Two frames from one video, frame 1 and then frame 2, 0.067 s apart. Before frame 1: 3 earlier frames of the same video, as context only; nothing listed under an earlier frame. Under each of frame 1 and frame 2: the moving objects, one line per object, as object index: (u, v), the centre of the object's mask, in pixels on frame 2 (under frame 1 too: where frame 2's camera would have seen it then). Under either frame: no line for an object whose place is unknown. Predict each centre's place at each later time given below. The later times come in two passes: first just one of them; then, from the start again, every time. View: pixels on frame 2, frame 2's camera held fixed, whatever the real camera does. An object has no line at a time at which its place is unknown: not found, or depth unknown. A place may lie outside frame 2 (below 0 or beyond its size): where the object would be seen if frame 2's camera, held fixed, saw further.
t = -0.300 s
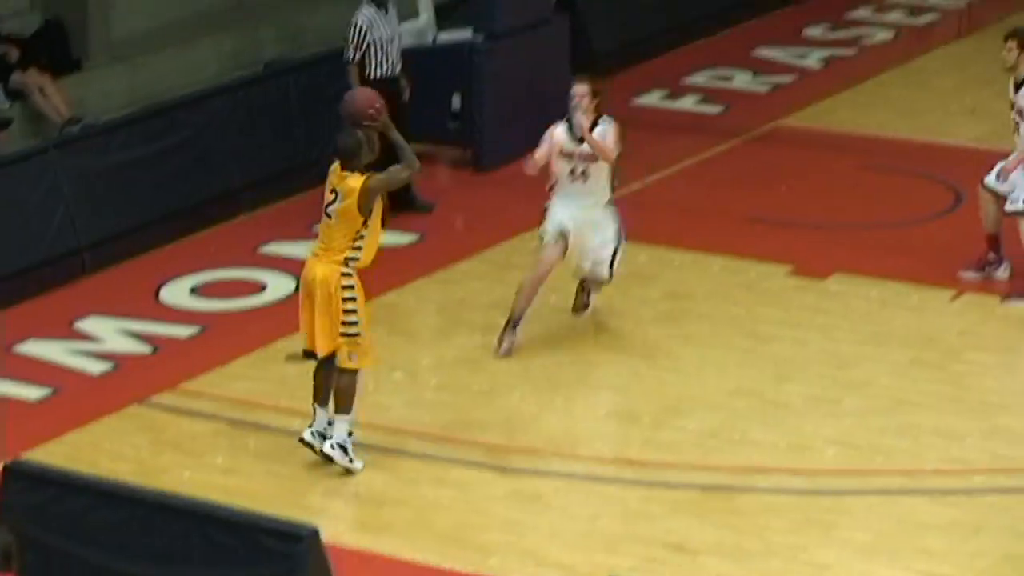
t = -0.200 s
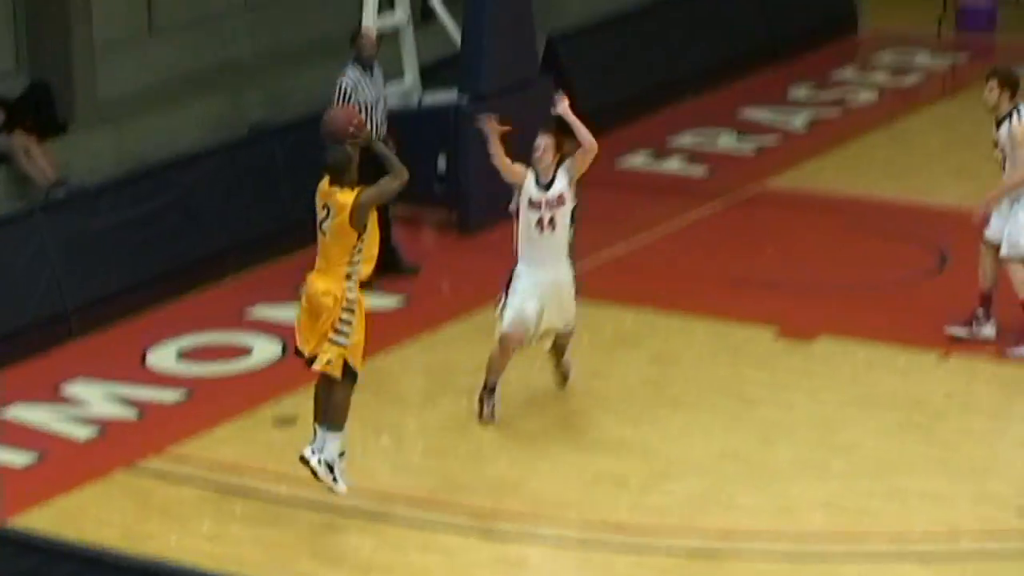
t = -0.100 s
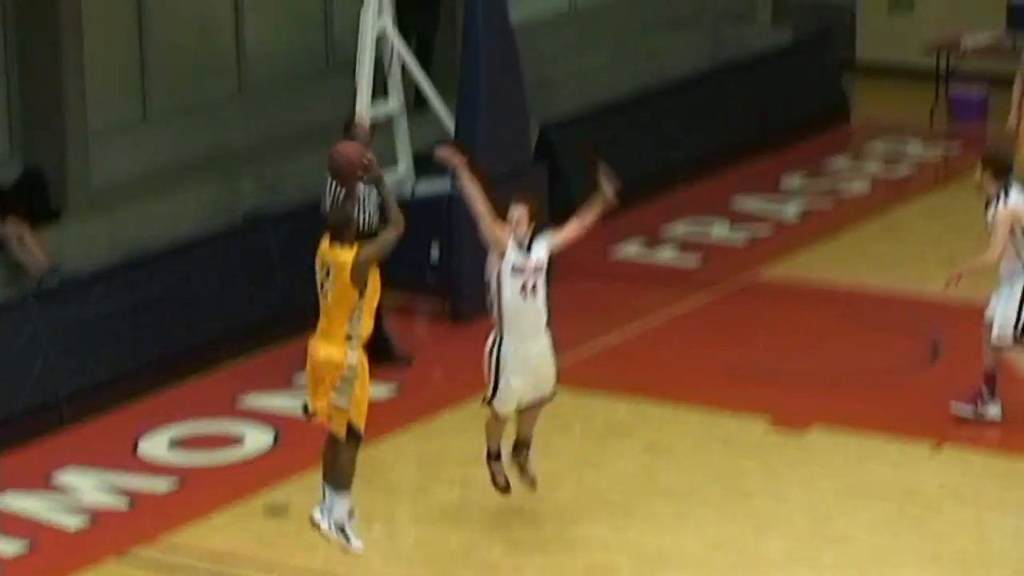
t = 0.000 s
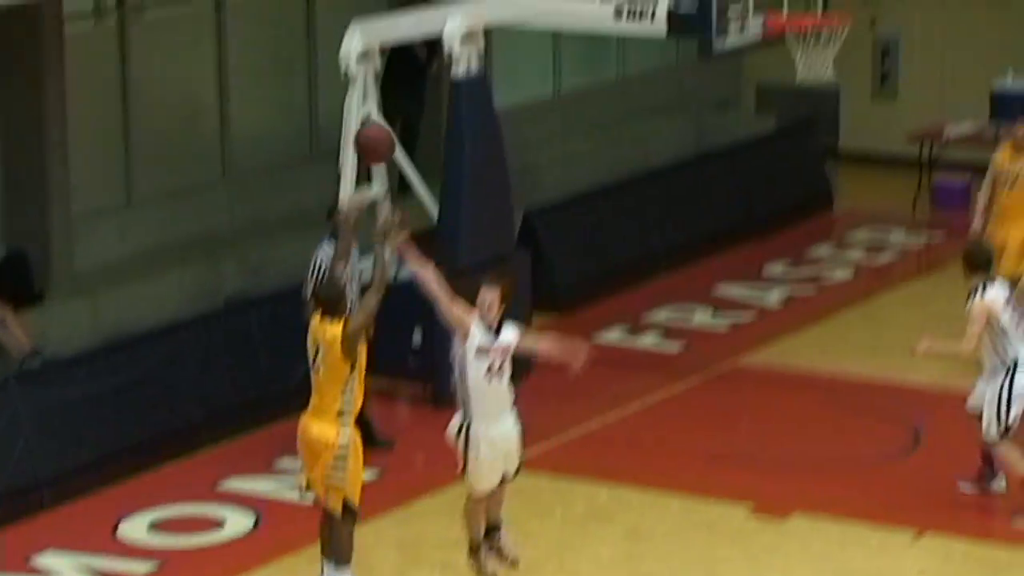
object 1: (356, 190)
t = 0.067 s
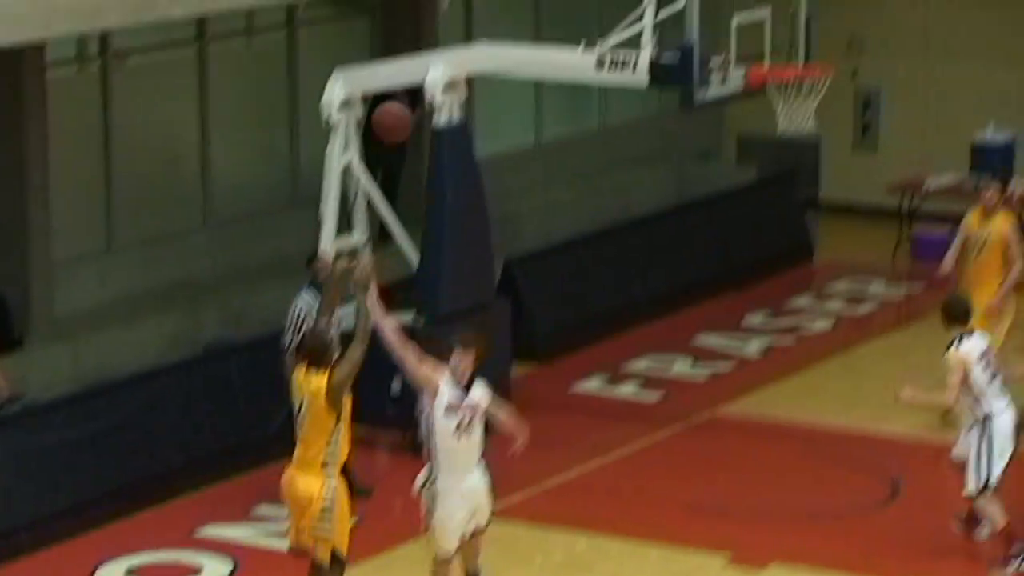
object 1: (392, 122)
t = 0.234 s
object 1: (478, -9)
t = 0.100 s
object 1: (410, 91)
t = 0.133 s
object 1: (428, 62)
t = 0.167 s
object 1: (445, 34)
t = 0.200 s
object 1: (461, 12)
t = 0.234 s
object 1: (478, -9)
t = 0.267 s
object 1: (495, -27)
